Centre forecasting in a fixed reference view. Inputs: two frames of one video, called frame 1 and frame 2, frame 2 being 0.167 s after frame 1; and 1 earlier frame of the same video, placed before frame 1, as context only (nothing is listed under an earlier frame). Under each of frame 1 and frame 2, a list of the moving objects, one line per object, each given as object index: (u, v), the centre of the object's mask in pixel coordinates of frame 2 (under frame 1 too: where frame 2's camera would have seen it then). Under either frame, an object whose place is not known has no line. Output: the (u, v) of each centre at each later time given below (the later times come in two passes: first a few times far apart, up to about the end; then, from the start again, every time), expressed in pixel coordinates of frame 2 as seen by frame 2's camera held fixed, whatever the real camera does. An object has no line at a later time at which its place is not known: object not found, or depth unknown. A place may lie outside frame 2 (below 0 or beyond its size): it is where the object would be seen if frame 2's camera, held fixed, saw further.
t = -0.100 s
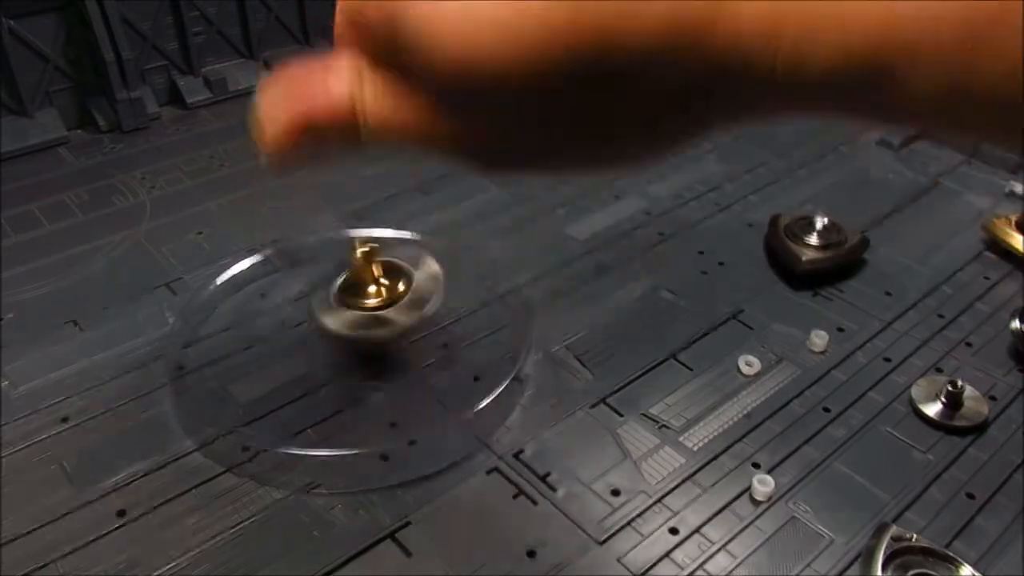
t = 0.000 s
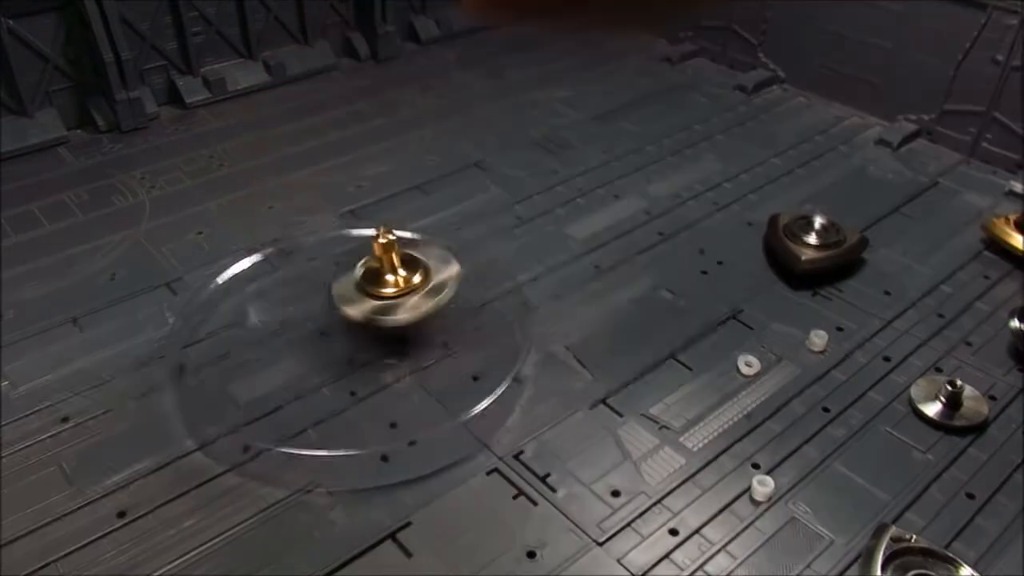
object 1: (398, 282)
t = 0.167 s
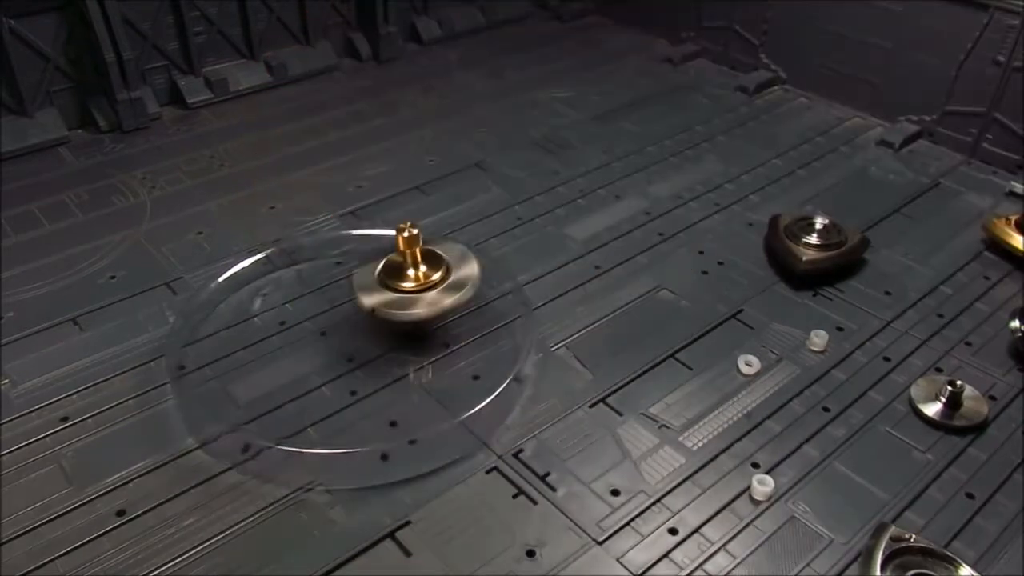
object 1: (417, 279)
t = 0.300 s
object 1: (423, 285)
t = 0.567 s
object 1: (409, 311)
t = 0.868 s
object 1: (375, 326)
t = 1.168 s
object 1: (356, 316)
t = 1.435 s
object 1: (365, 306)
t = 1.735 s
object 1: (389, 310)
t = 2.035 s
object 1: (397, 327)
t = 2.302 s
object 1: (387, 337)
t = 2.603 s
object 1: (370, 337)
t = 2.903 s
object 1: (374, 332)
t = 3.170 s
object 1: (387, 330)
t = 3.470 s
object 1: (395, 336)
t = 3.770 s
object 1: (386, 343)
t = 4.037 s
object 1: (376, 341)
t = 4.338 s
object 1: (381, 335)
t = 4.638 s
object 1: (394, 334)
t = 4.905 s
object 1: (400, 340)
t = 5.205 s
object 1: (392, 345)
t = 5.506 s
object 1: (386, 341)
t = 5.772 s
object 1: (390, 338)
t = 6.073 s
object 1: (401, 337)
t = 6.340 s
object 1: (404, 341)
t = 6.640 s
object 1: (397, 345)
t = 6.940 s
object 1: (392, 341)
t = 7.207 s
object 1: (396, 337)
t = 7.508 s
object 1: (405, 336)
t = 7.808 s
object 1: (405, 341)
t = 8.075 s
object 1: (399, 343)
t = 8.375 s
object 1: (396, 339)
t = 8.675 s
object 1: (401, 336)
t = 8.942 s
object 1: (407, 336)
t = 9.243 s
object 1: (404, 338)
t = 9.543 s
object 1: (398, 338)
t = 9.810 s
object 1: (397, 337)
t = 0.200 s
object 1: (418, 280)
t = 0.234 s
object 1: (420, 282)
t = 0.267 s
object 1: (422, 283)
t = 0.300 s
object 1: (423, 285)
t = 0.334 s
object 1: (420, 290)
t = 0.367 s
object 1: (421, 294)
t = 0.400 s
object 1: (420, 297)
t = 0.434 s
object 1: (419, 301)
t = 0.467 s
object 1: (417, 303)
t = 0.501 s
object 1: (415, 306)
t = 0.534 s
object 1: (412, 308)
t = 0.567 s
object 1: (409, 311)
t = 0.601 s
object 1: (405, 314)
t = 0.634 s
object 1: (402, 316)
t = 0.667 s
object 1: (398, 318)
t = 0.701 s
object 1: (395, 320)
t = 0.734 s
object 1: (391, 321)
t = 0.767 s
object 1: (387, 322)
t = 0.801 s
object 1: (383, 325)
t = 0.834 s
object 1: (379, 325)
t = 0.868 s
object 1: (375, 326)
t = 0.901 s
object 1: (373, 325)
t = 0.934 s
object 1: (368, 322)
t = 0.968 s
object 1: (365, 323)
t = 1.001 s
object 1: (362, 322)
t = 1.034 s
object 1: (360, 320)
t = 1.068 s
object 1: (358, 318)
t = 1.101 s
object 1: (356, 317)
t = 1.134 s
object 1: (356, 316)
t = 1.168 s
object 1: (356, 316)
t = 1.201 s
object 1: (355, 314)
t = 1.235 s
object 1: (356, 313)
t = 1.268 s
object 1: (357, 310)
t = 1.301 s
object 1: (358, 309)
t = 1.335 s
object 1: (359, 308)
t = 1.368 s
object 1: (360, 307)
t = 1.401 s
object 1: (362, 307)
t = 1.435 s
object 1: (365, 306)
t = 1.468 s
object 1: (367, 307)
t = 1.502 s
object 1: (371, 305)
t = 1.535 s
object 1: (373, 305)
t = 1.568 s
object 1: (376, 305)
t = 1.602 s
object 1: (379, 306)
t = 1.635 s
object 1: (381, 307)
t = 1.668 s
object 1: (384, 308)
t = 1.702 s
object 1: (387, 309)
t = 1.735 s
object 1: (389, 310)
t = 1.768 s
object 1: (392, 311)
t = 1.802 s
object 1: (394, 313)
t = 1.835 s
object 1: (396, 317)
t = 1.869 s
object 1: (397, 319)
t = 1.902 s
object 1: (398, 320)
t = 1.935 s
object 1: (399, 322)
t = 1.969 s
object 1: (399, 324)
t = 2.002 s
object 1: (398, 325)
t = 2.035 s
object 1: (397, 327)
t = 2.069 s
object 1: (397, 328)
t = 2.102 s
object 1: (397, 330)
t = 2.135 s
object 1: (396, 331)
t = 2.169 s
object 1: (395, 333)
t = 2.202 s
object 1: (393, 334)
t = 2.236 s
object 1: (391, 335)
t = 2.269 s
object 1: (389, 336)
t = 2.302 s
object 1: (387, 337)
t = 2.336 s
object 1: (385, 338)
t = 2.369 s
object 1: (383, 338)
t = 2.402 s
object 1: (380, 339)
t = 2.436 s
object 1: (378, 339)
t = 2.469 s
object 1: (376, 338)
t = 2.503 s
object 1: (374, 338)
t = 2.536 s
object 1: (373, 337)
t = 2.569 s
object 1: (372, 337)
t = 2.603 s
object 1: (370, 337)
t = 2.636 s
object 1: (371, 337)
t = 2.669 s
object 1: (370, 336)
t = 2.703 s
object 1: (371, 335)
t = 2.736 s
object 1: (371, 334)
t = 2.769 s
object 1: (371, 334)
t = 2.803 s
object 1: (372, 333)
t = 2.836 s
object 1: (372, 332)
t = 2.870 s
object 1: (373, 332)
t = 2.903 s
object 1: (374, 332)
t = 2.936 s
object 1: (376, 331)
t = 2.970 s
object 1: (378, 330)
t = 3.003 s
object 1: (379, 330)
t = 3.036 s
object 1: (381, 330)
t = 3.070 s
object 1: (383, 330)
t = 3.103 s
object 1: (384, 330)
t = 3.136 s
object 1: (386, 330)
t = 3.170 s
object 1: (387, 330)
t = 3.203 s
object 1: (389, 329)
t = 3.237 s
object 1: (391, 329)
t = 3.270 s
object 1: (391, 330)
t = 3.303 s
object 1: (392, 332)
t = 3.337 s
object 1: (393, 333)
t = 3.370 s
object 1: (394, 333)
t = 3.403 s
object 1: (395, 336)
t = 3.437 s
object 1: (395, 336)
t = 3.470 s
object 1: (395, 336)
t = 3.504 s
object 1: (395, 337)
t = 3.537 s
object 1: (394, 338)
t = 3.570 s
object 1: (394, 339)
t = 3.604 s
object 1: (392, 341)
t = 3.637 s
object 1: (391, 342)
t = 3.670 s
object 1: (390, 343)
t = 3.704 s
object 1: (388, 344)
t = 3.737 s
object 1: (387, 344)
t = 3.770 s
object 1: (386, 343)
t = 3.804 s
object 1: (384, 345)
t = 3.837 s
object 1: (383, 345)
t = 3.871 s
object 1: (381, 345)
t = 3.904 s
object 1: (380, 346)
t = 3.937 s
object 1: (378, 344)
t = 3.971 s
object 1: (378, 343)
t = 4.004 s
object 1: (377, 342)
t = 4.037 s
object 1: (376, 341)
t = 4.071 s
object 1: (376, 342)
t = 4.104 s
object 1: (375, 340)
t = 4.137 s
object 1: (376, 339)
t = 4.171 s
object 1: (376, 339)
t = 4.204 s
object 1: (376, 338)
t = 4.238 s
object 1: (378, 337)
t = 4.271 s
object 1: (378, 338)
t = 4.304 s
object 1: (379, 335)
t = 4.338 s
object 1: (381, 335)
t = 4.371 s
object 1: (381, 334)
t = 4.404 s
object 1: (383, 334)
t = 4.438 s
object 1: (384, 334)
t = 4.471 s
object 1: (385, 333)
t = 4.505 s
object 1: (387, 333)
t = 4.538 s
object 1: (389, 333)
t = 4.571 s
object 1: (391, 334)
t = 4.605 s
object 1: (392, 333)
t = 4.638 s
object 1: (394, 334)
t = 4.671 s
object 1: (396, 335)
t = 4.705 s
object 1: (397, 335)
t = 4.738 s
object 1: (398, 337)
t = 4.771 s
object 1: (399, 338)
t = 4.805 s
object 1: (400, 338)
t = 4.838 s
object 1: (400, 339)
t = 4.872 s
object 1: (400, 340)
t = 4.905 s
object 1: (400, 340)
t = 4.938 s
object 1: (399, 341)
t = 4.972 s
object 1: (398, 341)
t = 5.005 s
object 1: (398, 342)
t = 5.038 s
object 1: (397, 343)
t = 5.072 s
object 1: (396, 344)
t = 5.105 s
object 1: (396, 344)
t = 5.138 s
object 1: (394, 345)
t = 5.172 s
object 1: (394, 345)
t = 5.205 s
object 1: (392, 345)
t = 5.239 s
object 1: (391, 346)
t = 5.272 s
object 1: (390, 345)
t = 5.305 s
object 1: (389, 344)
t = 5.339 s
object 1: (389, 345)
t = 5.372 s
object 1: (388, 344)
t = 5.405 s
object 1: (387, 344)
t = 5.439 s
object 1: (387, 344)
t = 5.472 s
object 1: (386, 343)
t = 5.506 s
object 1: (386, 341)
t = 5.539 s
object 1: (385, 341)
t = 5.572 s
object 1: (385, 341)
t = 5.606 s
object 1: (386, 342)
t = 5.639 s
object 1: (386, 341)
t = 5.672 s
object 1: (386, 340)
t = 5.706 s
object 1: (387, 337)
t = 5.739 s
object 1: (389, 337)
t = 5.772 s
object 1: (390, 338)
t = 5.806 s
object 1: (391, 338)
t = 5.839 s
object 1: (392, 337)
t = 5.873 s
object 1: (393, 337)
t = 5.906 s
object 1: (394, 337)
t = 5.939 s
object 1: (396, 337)
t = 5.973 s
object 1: (397, 337)
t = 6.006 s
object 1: (398, 337)
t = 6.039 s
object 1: (400, 337)
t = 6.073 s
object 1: (401, 337)
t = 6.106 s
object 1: (402, 338)
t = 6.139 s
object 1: (402, 338)
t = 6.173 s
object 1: (402, 339)
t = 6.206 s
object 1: (403, 339)
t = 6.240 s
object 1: (403, 340)
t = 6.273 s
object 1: (404, 341)
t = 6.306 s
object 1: (404, 341)
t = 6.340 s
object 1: (404, 341)
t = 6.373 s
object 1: (404, 342)
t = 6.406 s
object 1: (402, 342)
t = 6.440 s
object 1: (402, 341)
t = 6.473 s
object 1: (402, 343)
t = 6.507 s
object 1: (401, 343)
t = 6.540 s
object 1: (400, 344)
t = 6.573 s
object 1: (399, 344)
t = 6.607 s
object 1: (398, 344)
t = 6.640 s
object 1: (397, 345)
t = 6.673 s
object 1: (396, 344)
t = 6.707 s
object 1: (396, 344)
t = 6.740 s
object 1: (395, 345)
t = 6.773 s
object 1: (395, 344)
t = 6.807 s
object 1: (393, 343)
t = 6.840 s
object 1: (392, 343)
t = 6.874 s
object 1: (391, 342)
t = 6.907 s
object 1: (392, 342)
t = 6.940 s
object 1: (392, 341)
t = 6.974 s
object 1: (392, 341)
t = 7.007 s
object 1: (392, 340)
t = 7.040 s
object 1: (392, 340)
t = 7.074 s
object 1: (393, 339)
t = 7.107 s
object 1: (394, 338)
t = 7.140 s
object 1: (395, 336)
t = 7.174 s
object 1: (396, 337)
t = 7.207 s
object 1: (396, 337)
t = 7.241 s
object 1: (396, 337)
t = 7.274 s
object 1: (398, 337)
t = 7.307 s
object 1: (399, 334)
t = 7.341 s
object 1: (401, 336)
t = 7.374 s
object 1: (402, 336)
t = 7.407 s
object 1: (402, 336)
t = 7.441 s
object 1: (403, 336)
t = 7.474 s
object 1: (404, 337)
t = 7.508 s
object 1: (405, 336)
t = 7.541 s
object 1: (406, 337)
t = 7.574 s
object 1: (406, 337)
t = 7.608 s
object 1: (406, 338)
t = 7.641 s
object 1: (407, 339)
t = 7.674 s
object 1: (406, 339)
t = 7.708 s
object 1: (407, 340)
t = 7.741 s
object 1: (406, 340)
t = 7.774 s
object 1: (406, 341)
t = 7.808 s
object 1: (405, 341)
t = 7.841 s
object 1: (404, 342)
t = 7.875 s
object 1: (404, 342)
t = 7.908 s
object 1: (403, 342)
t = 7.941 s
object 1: (402, 342)
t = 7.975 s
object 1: (401, 343)
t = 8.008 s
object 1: (400, 343)
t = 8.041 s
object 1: (400, 343)
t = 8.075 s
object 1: (399, 343)
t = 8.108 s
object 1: (398, 343)
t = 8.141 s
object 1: (397, 343)
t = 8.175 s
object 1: (397, 342)
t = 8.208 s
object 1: (397, 342)
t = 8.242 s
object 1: (396, 341)
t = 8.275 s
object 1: (395, 341)
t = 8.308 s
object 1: (395, 340)
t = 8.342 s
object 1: (395, 340)
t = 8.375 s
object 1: (396, 339)
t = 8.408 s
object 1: (396, 339)
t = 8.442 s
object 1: (396, 338)
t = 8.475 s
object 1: (397, 338)
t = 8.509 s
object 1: (397, 337)
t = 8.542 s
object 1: (398, 337)
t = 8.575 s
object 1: (398, 337)
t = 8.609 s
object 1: (399, 336)
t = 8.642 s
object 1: (401, 336)
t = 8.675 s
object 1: (401, 336)
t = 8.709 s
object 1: (402, 336)
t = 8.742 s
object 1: (403, 336)
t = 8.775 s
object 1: (404, 334)
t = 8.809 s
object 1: (405, 334)
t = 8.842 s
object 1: (405, 334)
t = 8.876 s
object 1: (405, 334)
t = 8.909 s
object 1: (406, 335)
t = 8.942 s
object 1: (407, 336)
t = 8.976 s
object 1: (407, 335)
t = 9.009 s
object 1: (407, 336)
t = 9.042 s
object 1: (407, 336)
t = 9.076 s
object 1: (407, 336)
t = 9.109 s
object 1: (407, 336)
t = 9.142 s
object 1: (406, 337)
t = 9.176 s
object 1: (405, 338)
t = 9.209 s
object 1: (405, 338)
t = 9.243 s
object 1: (404, 338)
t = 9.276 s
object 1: (404, 338)
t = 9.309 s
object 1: (403, 339)
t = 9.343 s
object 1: (402, 338)
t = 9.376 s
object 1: (402, 339)
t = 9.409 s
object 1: (400, 339)
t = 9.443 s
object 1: (400, 338)
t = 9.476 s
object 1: (400, 338)
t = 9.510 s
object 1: (399, 338)
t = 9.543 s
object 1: (398, 338)
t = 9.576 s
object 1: (398, 337)
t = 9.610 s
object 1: (398, 336)
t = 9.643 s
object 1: (397, 338)
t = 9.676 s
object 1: (396, 338)
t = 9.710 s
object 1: (398, 337)
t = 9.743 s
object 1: (397, 337)
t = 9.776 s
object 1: (397, 336)
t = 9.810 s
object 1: (397, 337)
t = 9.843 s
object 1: (397, 336)
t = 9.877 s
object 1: (399, 336)
